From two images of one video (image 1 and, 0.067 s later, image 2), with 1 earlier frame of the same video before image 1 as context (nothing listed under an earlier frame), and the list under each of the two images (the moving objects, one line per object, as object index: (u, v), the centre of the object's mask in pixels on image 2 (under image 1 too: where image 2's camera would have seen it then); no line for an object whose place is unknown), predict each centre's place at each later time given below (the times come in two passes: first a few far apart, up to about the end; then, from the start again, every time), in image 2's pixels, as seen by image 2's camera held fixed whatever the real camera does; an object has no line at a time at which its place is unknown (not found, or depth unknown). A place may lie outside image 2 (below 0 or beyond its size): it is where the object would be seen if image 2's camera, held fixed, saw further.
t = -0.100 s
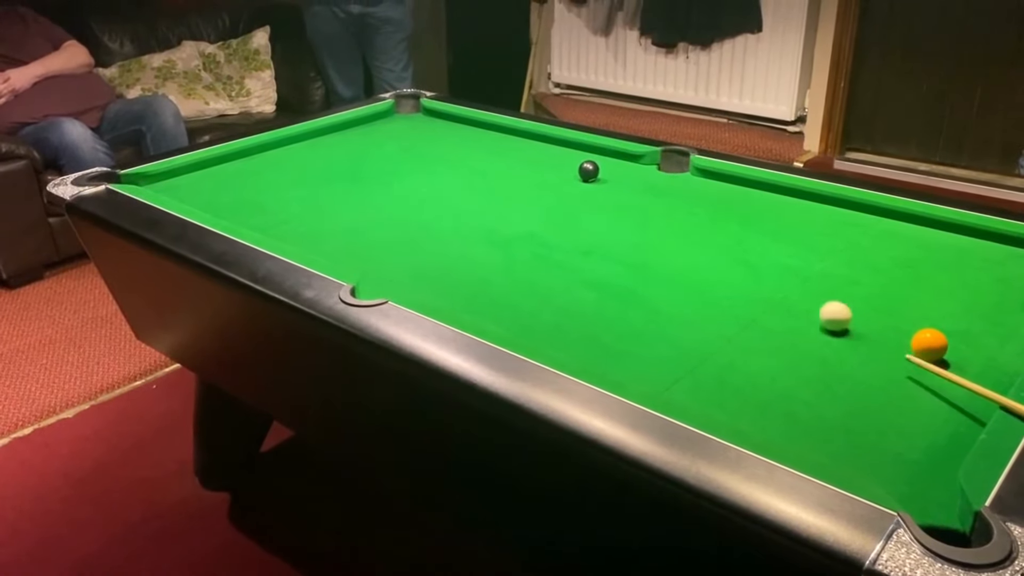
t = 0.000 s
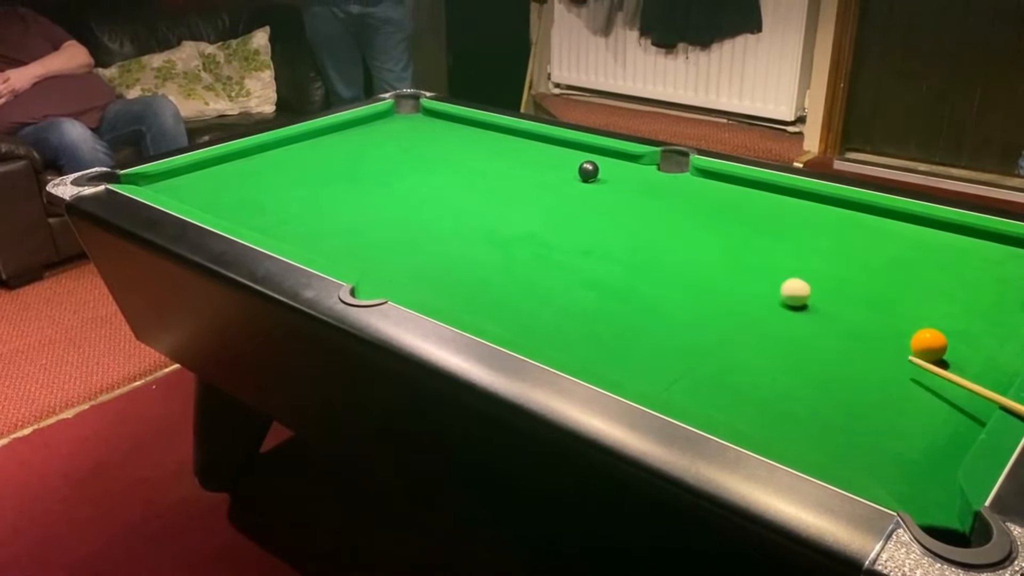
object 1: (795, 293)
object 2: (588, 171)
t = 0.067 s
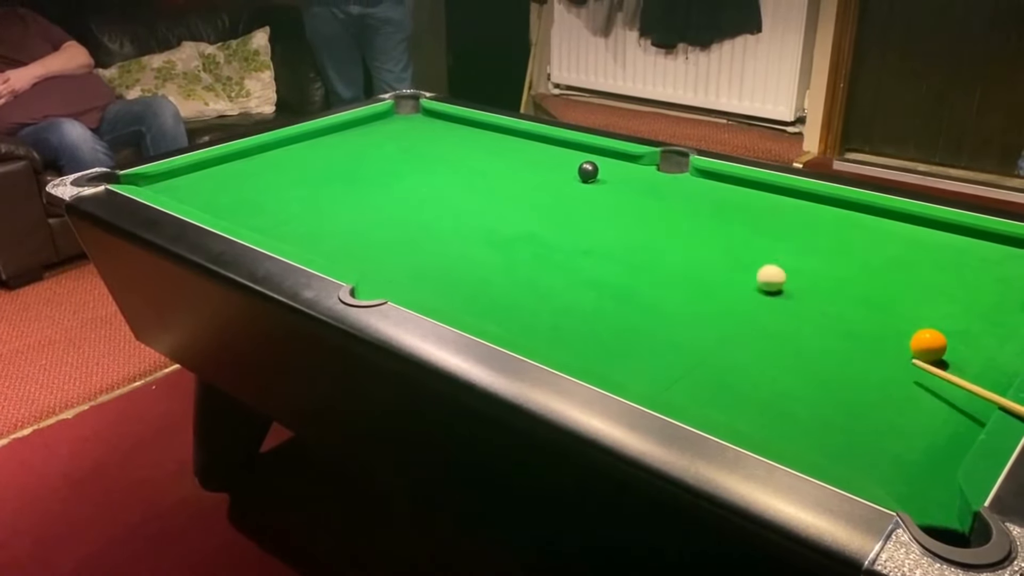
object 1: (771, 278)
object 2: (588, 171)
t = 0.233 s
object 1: (719, 247)
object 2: (588, 171)
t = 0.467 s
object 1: (659, 211)
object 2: (588, 171)
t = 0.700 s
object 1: (613, 183)
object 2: (588, 171)
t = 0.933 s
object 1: (610, 172)
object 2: (562, 162)
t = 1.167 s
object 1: (616, 164)
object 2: (535, 154)
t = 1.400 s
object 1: (620, 158)
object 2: (513, 146)
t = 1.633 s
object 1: (616, 158)
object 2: (493, 139)
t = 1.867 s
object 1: (609, 159)
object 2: (475, 133)
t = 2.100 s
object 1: (604, 160)
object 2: (460, 128)
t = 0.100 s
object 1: (759, 271)
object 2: (588, 171)
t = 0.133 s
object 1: (749, 265)
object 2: (588, 171)
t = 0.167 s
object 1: (738, 258)
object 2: (588, 171)
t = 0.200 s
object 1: (728, 252)
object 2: (588, 171)
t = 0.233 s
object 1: (719, 247)
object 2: (588, 171)
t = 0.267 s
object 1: (709, 241)
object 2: (588, 171)
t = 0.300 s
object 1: (700, 236)
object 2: (588, 171)
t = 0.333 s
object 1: (691, 230)
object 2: (588, 171)
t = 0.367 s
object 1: (683, 225)
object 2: (588, 171)
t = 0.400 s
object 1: (675, 220)
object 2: (588, 171)
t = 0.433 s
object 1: (667, 216)
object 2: (588, 171)
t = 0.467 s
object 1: (659, 211)
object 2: (588, 171)
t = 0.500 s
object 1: (652, 207)
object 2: (588, 171)
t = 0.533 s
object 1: (645, 203)
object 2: (588, 171)
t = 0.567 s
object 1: (638, 198)
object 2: (588, 171)
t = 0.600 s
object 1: (632, 194)
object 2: (588, 171)
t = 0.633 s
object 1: (625, 190)
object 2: (588, 171)
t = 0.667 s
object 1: (619, 187)
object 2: (588, 171)
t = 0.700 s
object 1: (613, 183)
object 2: (588, 171)
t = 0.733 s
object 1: (607, 179)
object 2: (588, 171)
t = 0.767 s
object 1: (604, 177)
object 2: (585, 171)
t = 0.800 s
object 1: (606, 176)
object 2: (580, 169)
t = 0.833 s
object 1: (607, 175)
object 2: (575, 167)
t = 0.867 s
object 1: (608, 174)
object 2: (570, 165)
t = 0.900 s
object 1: (609, 173)
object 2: (566, 164)
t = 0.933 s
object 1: (610, 172)
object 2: (562, 162)
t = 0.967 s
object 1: (611, 170)
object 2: (558, 161)
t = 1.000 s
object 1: (612, 169)
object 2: (554, 160)
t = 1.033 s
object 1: (613, 168)
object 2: (550, 159)
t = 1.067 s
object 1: (614, 167)
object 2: (547, 158)
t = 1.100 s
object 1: (614, 166)
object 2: (543, 156)
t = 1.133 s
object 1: (615, 165)
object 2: (539, 155)
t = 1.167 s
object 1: (616, 164)
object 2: (535, 154)
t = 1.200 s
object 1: (617, 163)
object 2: (532, 152)
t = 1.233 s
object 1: (617, 163)
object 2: (529, 152)
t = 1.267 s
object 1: (618, 162)
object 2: (525, 150)
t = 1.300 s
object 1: (619, 161)
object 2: (522, 149)
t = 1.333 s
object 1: (619, 160)
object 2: (519, 148)
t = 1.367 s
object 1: (620, 159)
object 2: (516, 146)
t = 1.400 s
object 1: (620, 158)
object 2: (513, 146)
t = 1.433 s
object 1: (621, 158)
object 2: (510, 145)
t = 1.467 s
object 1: (622, 157)
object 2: (507, 144)
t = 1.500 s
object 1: (620, 157)
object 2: (504, 143)
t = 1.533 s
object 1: (619, 157)
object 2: (501, 141)
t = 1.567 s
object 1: (618, 158)
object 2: (498, 140)
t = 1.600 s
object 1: (617, 158)
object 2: (495, 140)
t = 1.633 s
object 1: (616, 158)
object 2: (493, 139)
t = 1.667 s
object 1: (614, 158)
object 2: (490, 139)
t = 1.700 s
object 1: (614, 159)
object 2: (488, 137)
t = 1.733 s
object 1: (612, 159)
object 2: (485, 136)
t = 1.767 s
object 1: (612, 159)
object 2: (483, 135)
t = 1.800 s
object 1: (611, 159)
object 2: (480, 134)
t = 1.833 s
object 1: (610, 159)
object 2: (477, 134)
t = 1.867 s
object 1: (609, 159)
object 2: (475, 133)
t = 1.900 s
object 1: (608, 160)
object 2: (473, 133)
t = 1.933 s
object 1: (607, 160)
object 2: (471, 131)
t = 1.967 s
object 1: (606, 160)
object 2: (469, 130)
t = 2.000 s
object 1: (606, 160)
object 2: (466, 129)
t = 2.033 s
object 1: (605, 160)
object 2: (464, 128)
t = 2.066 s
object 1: (604, 160)
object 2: (462, 127)
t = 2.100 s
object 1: (604, 160)
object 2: (460, 128)
